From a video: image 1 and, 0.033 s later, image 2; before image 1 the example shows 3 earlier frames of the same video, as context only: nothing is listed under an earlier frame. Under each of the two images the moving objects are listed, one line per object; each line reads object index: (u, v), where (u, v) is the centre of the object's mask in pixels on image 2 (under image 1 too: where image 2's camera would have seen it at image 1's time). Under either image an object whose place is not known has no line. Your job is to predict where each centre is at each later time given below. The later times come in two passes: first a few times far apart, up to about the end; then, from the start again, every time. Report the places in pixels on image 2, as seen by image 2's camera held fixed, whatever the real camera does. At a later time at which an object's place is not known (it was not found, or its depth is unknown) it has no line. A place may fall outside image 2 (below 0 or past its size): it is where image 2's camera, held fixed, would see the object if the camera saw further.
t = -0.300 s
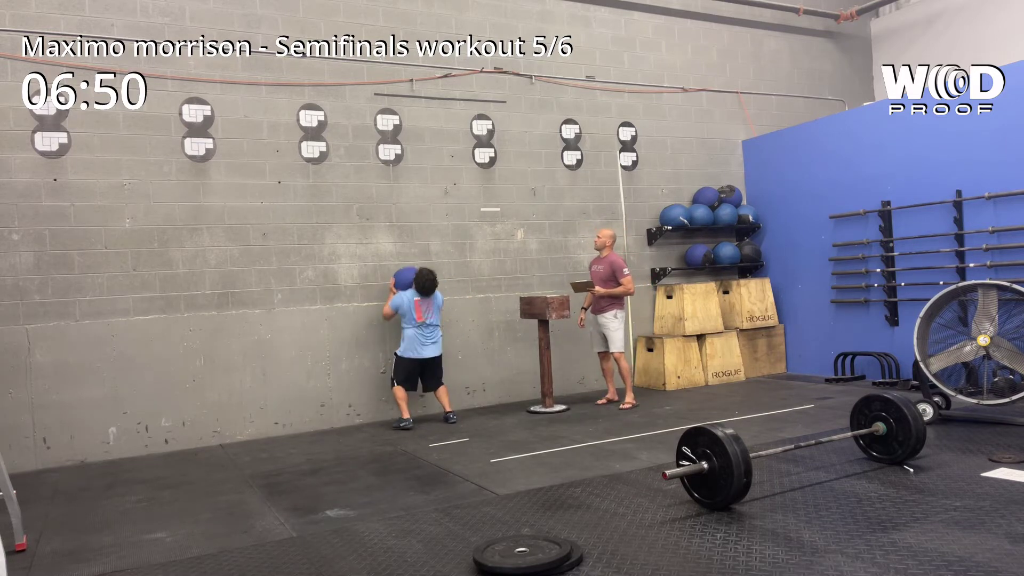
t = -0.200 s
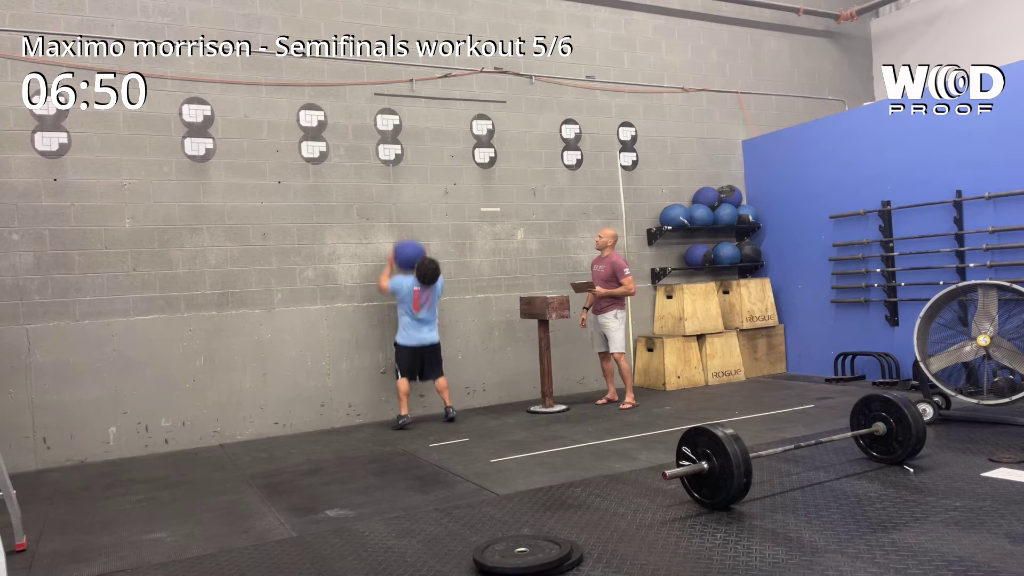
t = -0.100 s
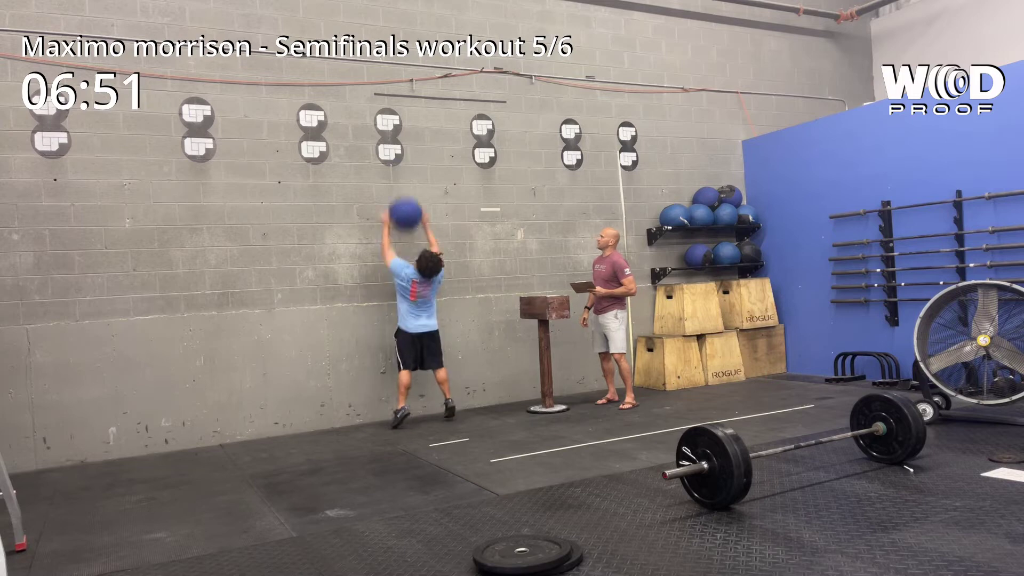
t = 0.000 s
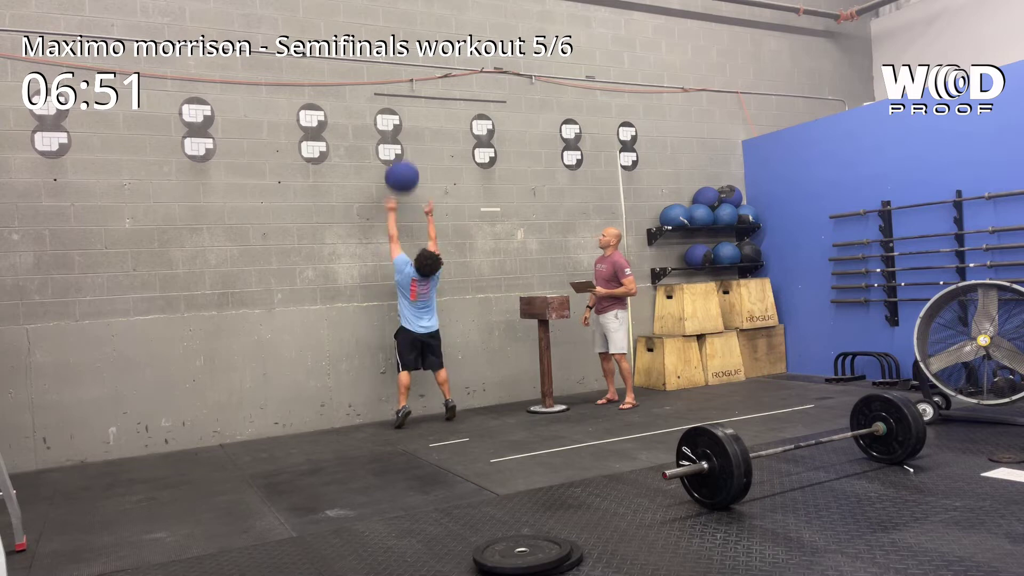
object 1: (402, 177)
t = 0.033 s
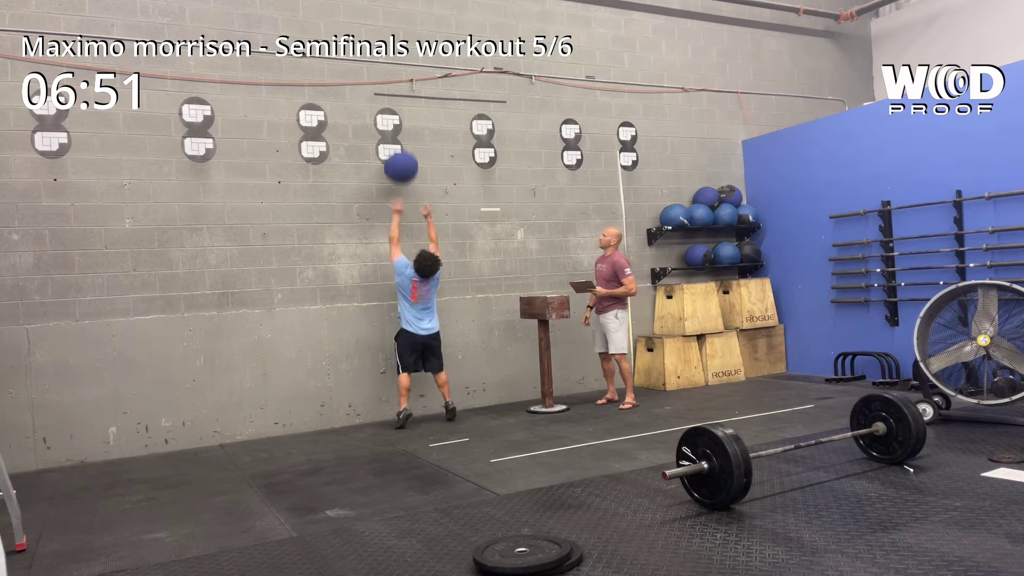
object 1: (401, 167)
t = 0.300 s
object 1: (396, 127)
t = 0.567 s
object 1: (399, 145)
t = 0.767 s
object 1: (407, 199)
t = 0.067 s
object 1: (400, 158)
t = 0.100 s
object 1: (399, 150)
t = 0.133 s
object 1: (399, 144)
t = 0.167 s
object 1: (398, 138)
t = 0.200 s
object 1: (398, 133)
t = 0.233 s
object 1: (397, 129)
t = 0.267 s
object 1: (396, 128)
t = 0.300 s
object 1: (396, 127)
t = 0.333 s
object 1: (395, 126)
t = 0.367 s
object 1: (395, 127)
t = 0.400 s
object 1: (396, 128)
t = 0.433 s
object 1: (396, 129)
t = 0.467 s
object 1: (397, 132)
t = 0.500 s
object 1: (398, 135)
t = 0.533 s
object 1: (399, 140)
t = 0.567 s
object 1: (399, 145)
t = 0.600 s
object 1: (400, 152)
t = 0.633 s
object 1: (402, 159)
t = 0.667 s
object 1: (403, 168)
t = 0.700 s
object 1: (404, 177)
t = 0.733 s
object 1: (405, 187)
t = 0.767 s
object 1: (407, 199)
